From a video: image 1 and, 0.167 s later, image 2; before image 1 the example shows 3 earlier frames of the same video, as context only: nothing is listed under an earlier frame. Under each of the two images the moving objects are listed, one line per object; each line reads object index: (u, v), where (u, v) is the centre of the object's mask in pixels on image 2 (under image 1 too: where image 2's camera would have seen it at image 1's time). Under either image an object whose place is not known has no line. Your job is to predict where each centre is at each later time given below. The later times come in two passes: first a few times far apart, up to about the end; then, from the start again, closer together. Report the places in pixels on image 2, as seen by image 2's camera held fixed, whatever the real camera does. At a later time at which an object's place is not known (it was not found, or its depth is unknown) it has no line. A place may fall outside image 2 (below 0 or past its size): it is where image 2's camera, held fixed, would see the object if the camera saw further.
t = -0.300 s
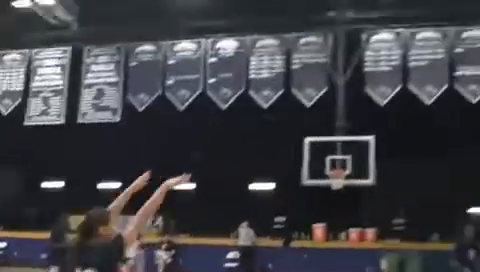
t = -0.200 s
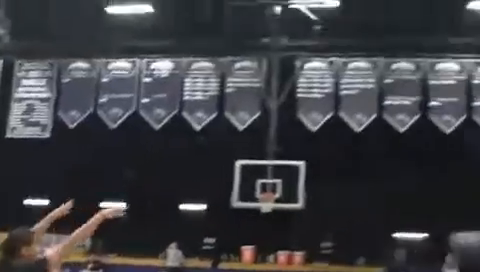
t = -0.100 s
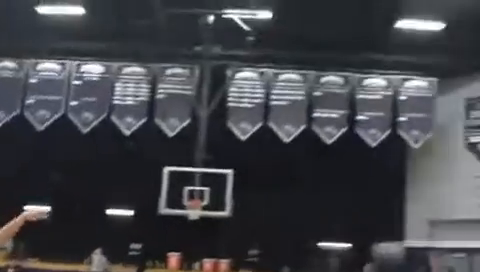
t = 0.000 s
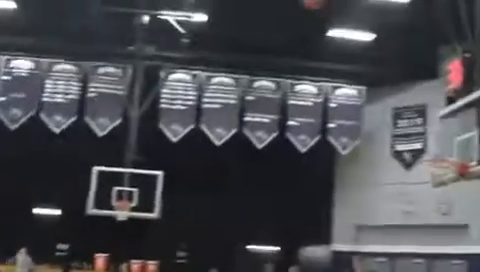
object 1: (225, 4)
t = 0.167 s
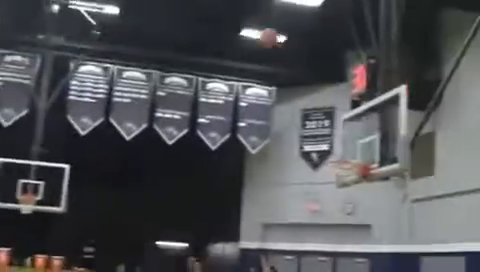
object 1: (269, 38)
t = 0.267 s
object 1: (291, 68)
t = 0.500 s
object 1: (338, 157)
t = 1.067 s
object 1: (329, 204)
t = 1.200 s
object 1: (328, 233)
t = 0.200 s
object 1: (276, 47)
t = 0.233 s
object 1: (283, 57)
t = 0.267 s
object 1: (291, 68)
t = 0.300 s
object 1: (297, 78)
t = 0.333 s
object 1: (303, 91)
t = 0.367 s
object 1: (312, 103)
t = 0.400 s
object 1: (317, 115)
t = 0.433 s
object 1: (325, 131)
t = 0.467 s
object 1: (332, 145)
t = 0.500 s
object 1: (338, 157)
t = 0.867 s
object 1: (332, 186)
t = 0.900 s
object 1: (332, 187)
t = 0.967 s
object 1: (331, 191)
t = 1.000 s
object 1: (330, 195)
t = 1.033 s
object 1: (330, 199)
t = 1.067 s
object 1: (329, 204)
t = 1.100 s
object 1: (328, 210)
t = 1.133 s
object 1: (329, 217)
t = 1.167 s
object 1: (329, 224)
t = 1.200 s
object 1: (328, 233)
